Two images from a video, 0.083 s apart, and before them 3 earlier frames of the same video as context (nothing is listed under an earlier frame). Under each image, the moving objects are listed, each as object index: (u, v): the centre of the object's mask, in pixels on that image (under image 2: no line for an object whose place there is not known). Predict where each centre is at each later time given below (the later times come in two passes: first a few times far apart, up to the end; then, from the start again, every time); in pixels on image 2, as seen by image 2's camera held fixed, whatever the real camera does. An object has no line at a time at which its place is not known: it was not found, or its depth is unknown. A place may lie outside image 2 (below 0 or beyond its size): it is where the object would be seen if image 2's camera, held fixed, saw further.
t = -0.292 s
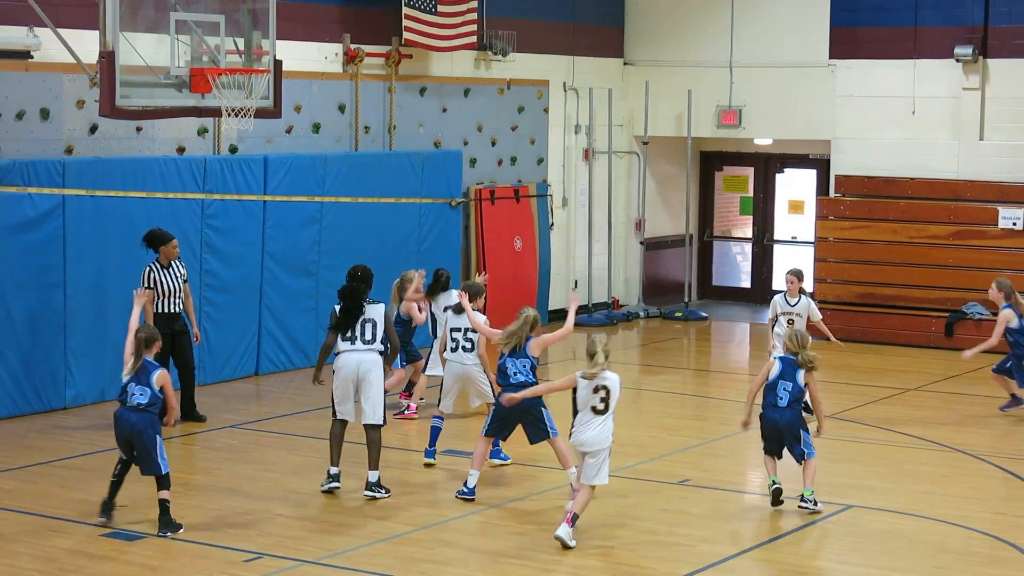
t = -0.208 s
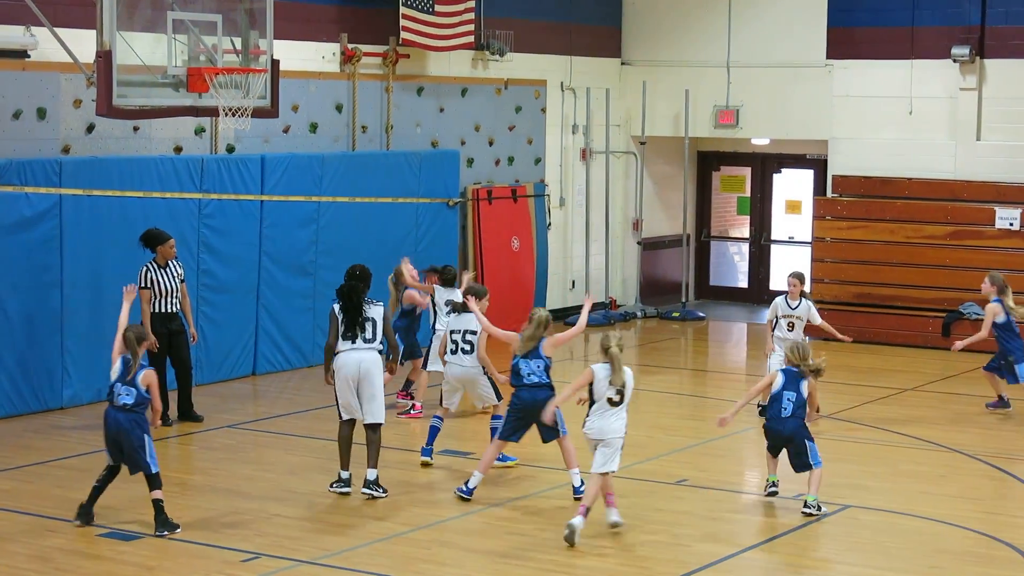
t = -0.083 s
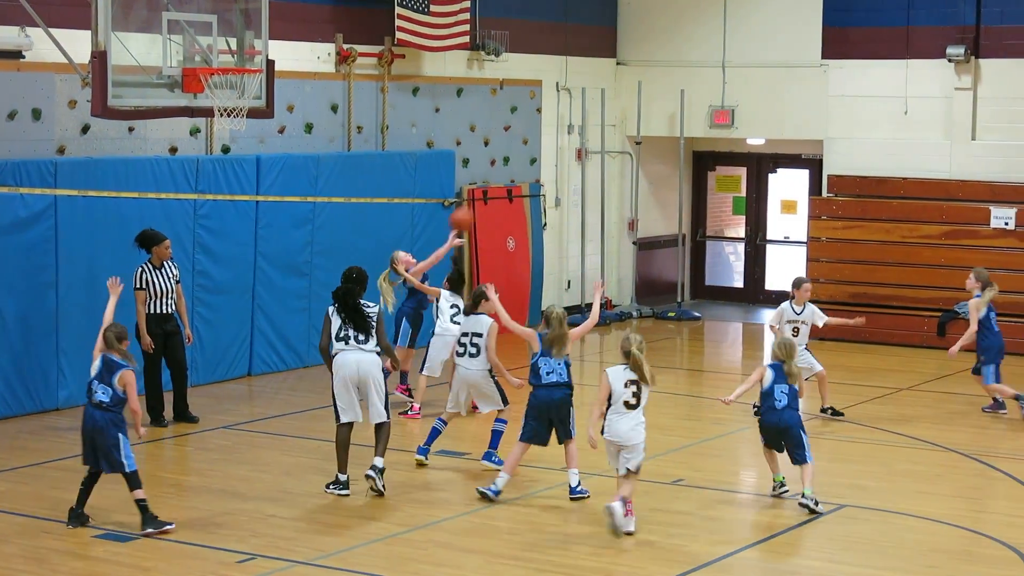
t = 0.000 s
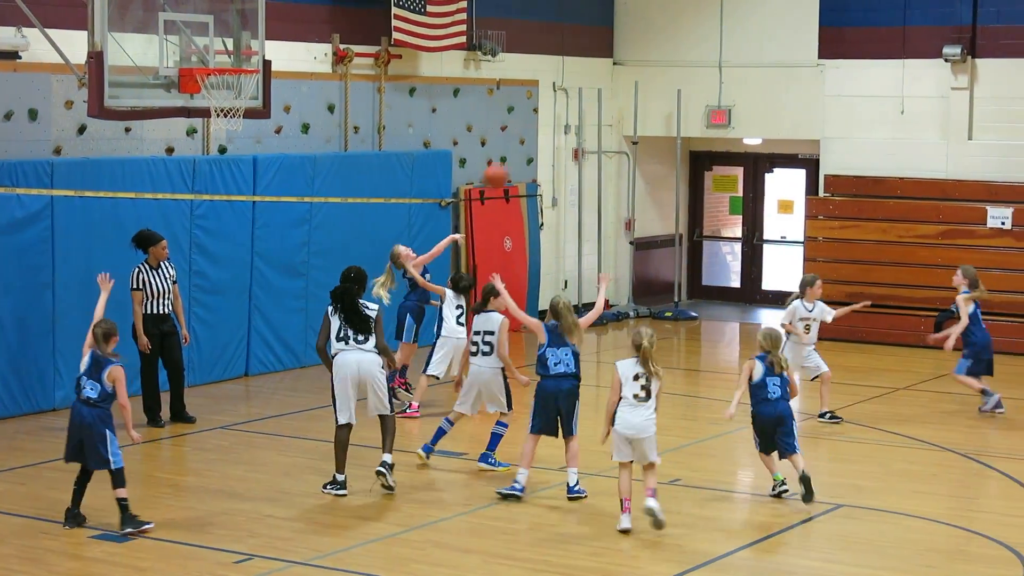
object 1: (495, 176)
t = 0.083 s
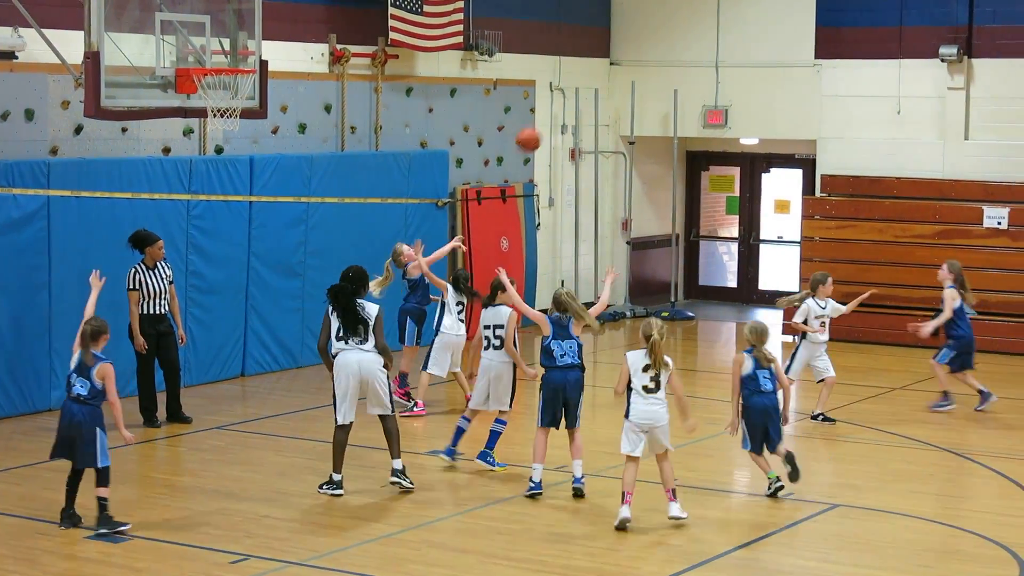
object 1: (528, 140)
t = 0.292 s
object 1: (620, 79)
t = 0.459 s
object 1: (692, 63)
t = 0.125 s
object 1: (548, 123)
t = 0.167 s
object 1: (565, 110)
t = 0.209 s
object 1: (584, 98)
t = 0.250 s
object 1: (602, 87)
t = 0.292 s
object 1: (620, 79)
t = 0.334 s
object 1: (638, 72)
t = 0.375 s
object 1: (656, 68)
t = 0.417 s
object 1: (674, 64)
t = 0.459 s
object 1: (692, 63)
